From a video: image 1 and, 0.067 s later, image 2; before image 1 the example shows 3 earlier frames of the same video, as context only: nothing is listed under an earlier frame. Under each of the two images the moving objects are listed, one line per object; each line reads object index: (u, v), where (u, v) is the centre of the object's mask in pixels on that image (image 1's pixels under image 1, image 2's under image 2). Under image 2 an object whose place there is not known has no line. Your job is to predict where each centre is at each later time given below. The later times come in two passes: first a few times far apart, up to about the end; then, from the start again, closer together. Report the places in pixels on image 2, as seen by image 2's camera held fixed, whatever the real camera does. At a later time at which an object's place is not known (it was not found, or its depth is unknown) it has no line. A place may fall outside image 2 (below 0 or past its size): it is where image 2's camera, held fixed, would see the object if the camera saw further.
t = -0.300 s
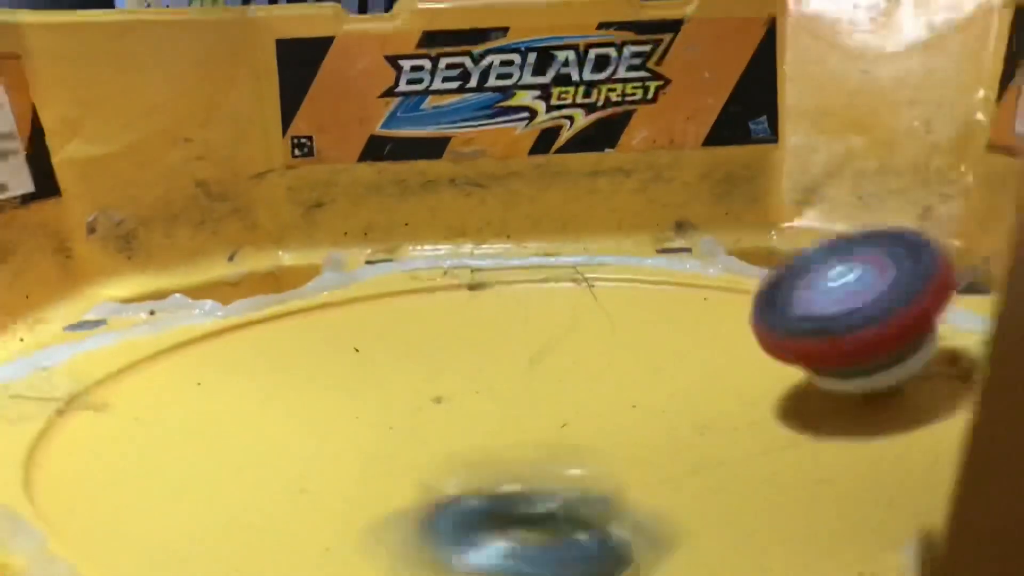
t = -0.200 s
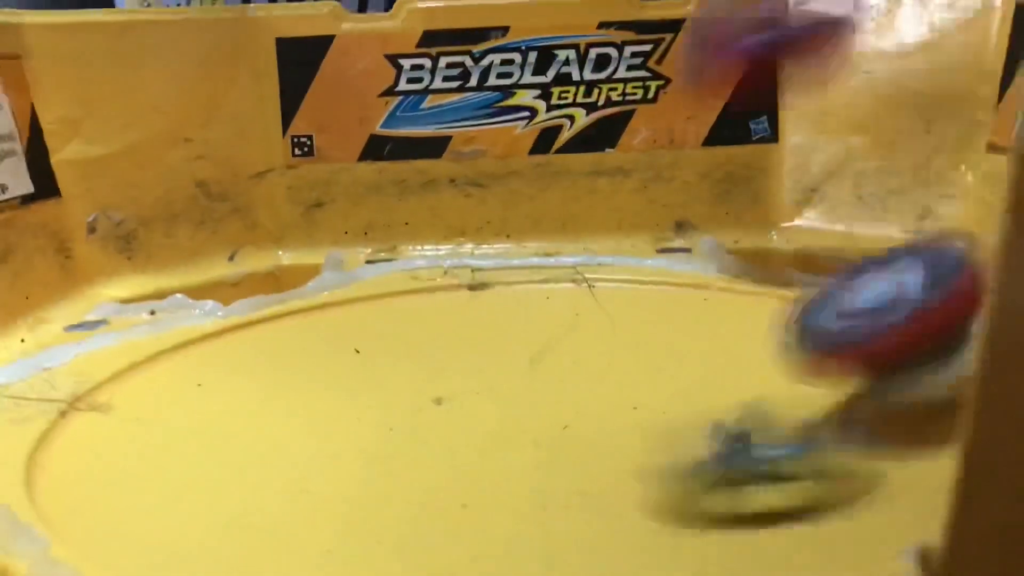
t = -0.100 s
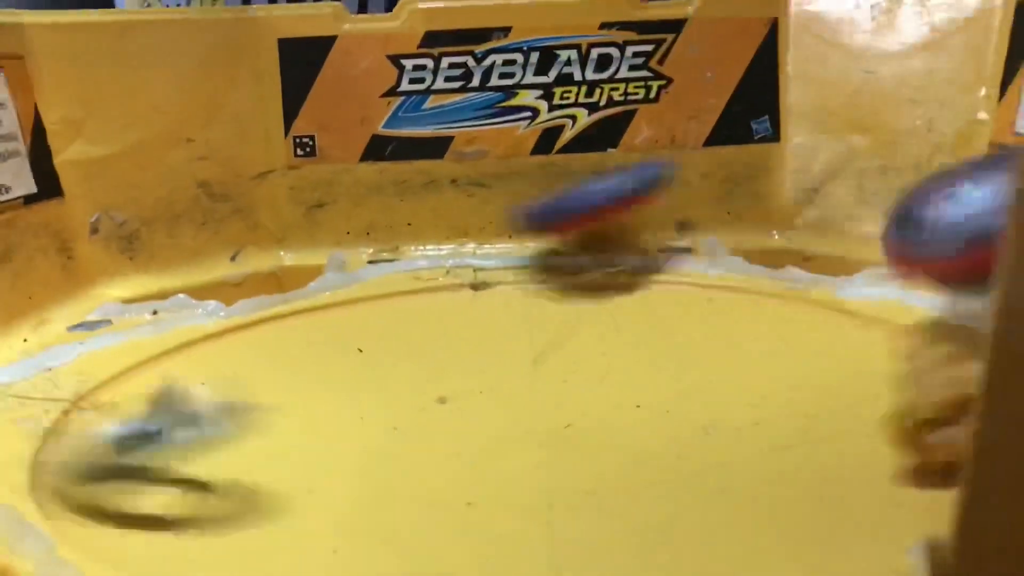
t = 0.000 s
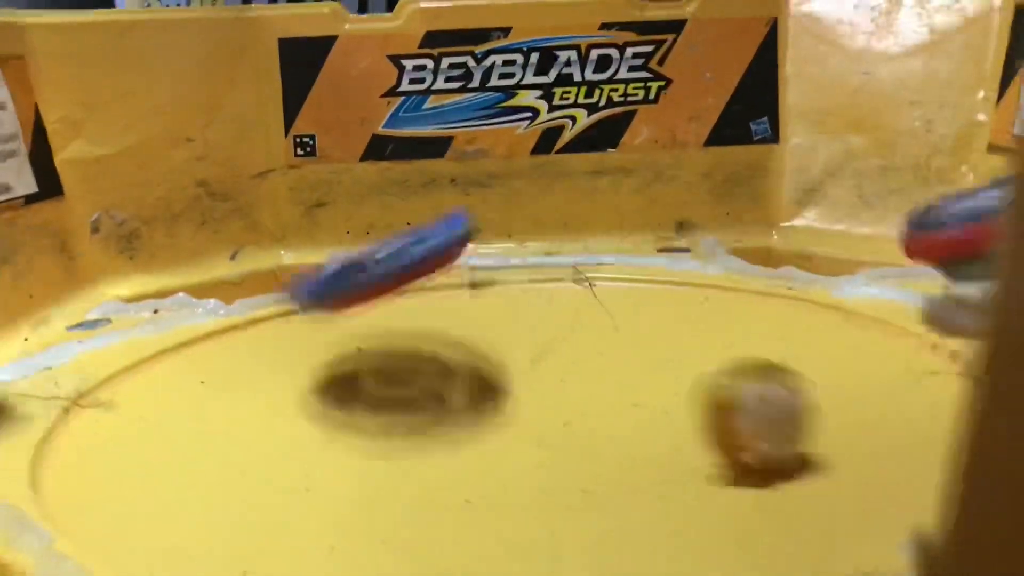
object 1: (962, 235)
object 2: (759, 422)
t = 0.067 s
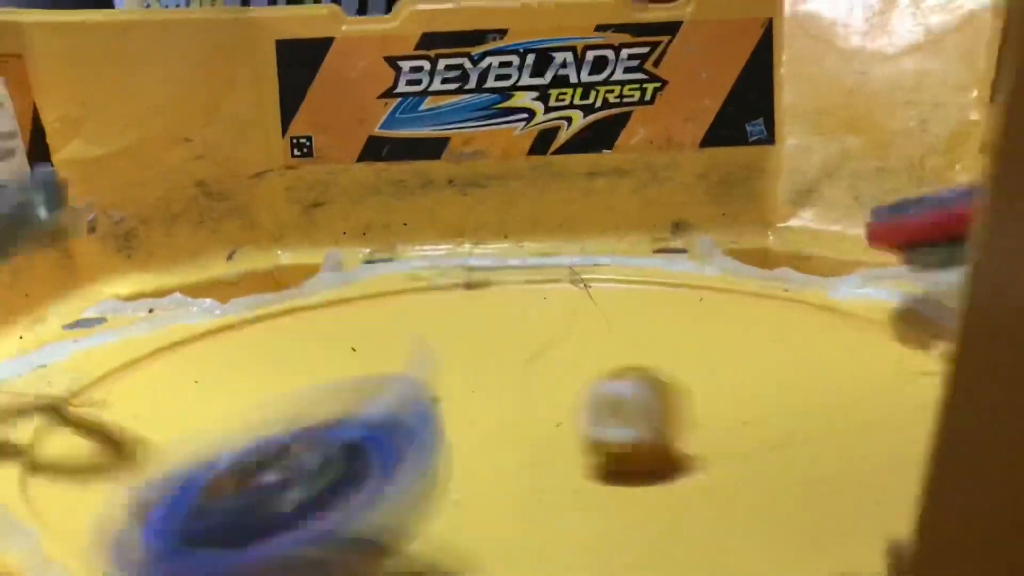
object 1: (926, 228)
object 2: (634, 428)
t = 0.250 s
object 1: (784, 307)
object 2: (422, 390)
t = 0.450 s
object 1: (433, 353)
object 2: (306, 348)
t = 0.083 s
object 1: (917, 226)
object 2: (604, 425)
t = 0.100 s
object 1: (916, 230)
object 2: (580, 422)
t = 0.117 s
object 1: (918, 233)
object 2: (567, 423)
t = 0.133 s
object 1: (906, 246)
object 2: (537, 397)
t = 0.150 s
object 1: (904, 255)
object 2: (521, 408)
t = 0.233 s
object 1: (811, 300)
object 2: (429, 385)
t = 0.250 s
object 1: (784, 307)
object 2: (422, 390)
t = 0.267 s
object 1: (763, 313)
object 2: (413, 384)
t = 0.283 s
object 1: (728, 317)
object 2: (402, 385)
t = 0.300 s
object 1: (699, 320)
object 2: (389, 382)
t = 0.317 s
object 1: (666, 329)
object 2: (379, 378)
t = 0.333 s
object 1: (639, 334)
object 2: (370, 374)
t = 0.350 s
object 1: (609, 339)
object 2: (365, 370)
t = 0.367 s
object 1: (577, 342)
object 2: (358, 367)
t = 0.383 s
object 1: (548, 342)
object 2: (356, 366)
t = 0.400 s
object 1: (517, 346)
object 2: (354, 364)
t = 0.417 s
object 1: (487, 347)
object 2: (353, 362)
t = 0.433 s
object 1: (454, 352)
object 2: (340, 360)
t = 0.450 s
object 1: (433, 353)
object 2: (306, 348)
